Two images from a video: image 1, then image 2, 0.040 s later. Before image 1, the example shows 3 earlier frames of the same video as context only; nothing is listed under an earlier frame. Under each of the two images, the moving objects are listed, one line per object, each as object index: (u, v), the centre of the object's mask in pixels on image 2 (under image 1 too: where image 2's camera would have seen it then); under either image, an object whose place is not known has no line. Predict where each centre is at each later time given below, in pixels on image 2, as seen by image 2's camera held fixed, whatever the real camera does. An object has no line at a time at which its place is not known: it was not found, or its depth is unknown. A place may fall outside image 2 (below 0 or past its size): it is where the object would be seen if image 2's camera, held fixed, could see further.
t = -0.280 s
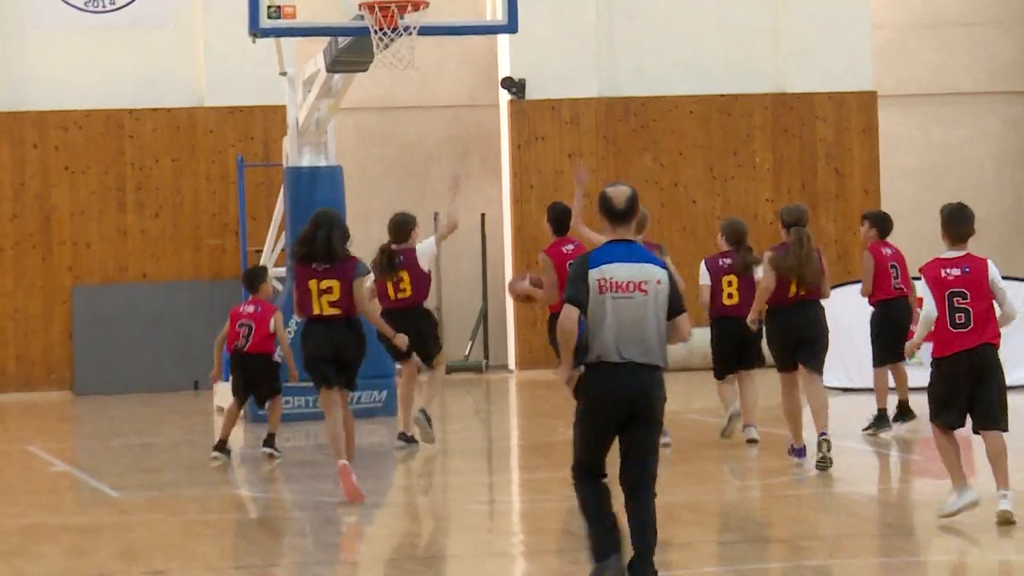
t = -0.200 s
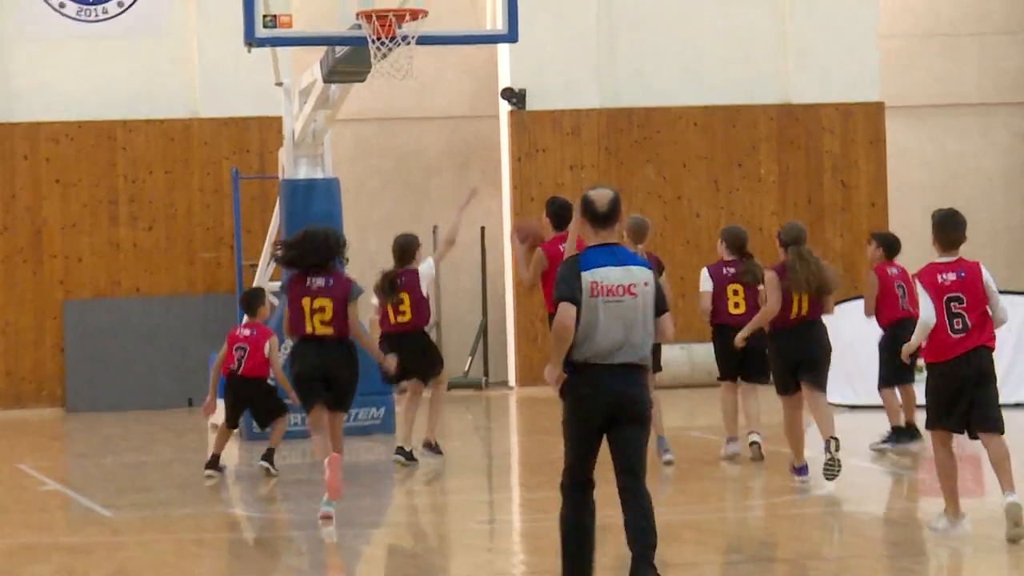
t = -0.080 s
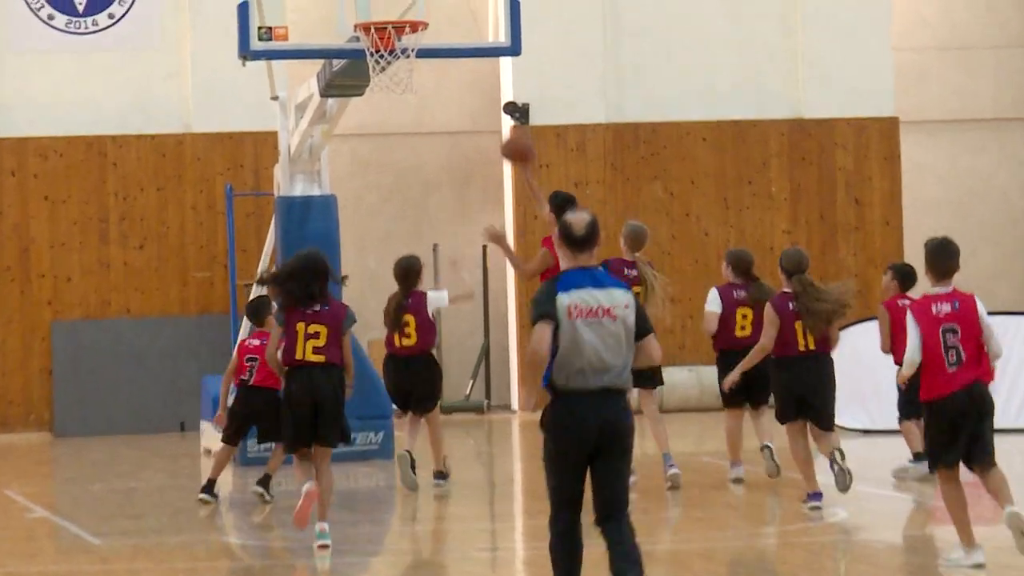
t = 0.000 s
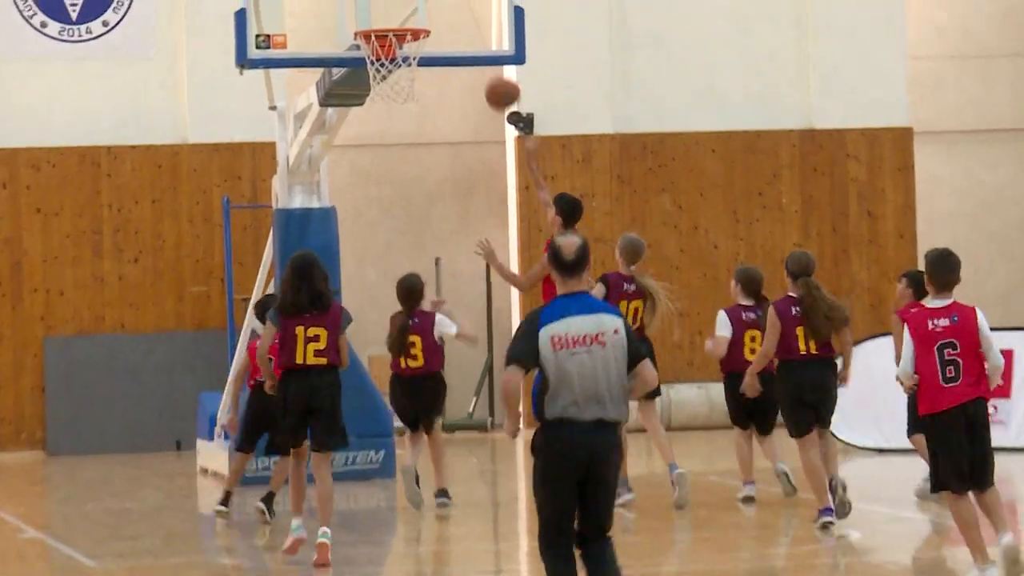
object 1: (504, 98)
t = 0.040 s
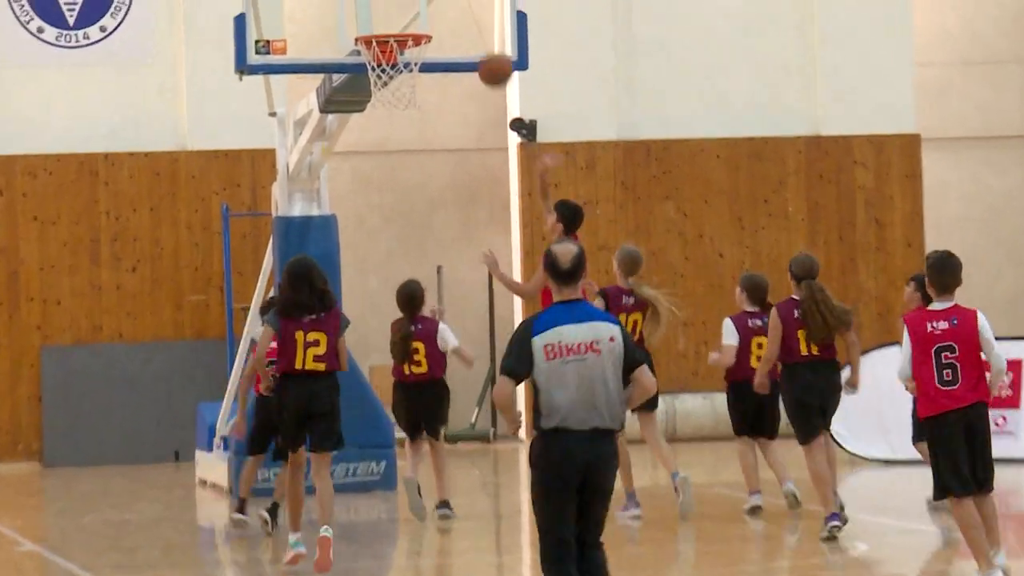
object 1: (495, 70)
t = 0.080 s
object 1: (486, 43)
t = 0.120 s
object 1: (476, 19)
